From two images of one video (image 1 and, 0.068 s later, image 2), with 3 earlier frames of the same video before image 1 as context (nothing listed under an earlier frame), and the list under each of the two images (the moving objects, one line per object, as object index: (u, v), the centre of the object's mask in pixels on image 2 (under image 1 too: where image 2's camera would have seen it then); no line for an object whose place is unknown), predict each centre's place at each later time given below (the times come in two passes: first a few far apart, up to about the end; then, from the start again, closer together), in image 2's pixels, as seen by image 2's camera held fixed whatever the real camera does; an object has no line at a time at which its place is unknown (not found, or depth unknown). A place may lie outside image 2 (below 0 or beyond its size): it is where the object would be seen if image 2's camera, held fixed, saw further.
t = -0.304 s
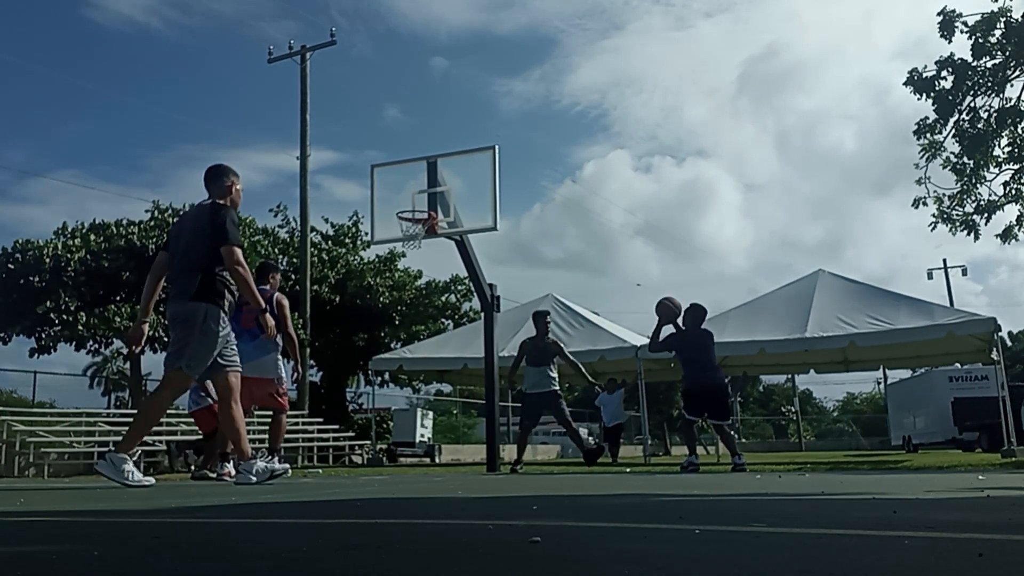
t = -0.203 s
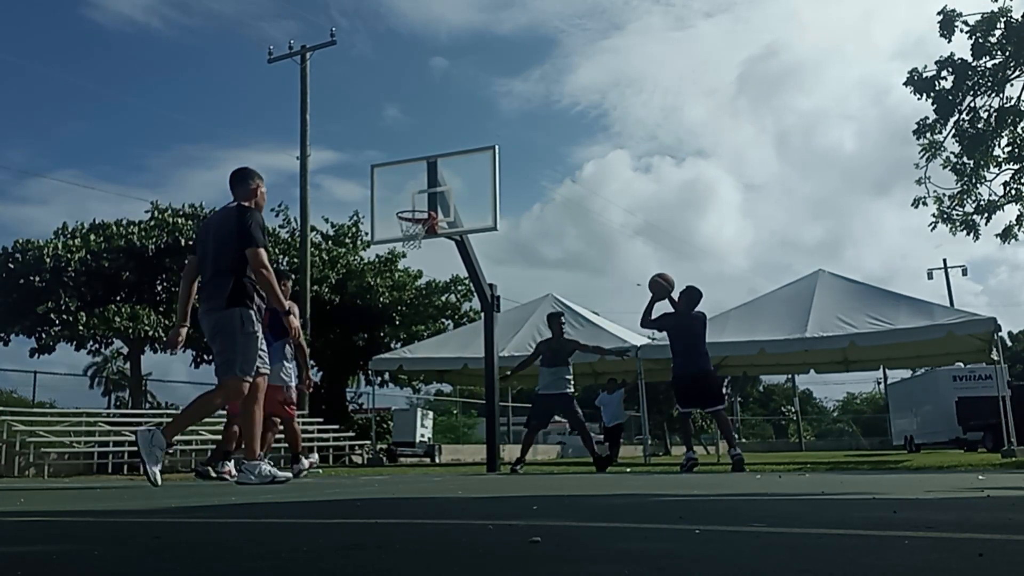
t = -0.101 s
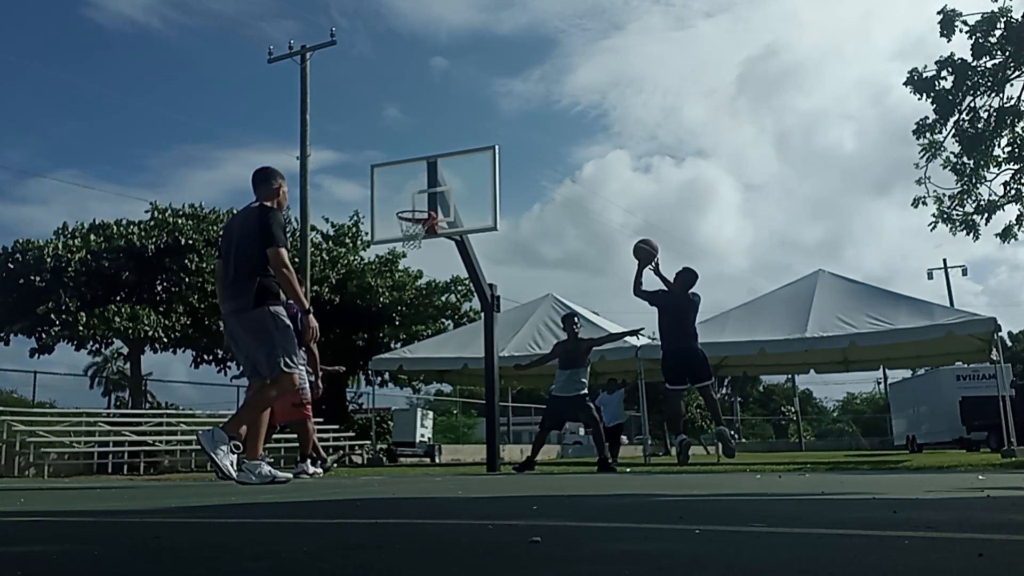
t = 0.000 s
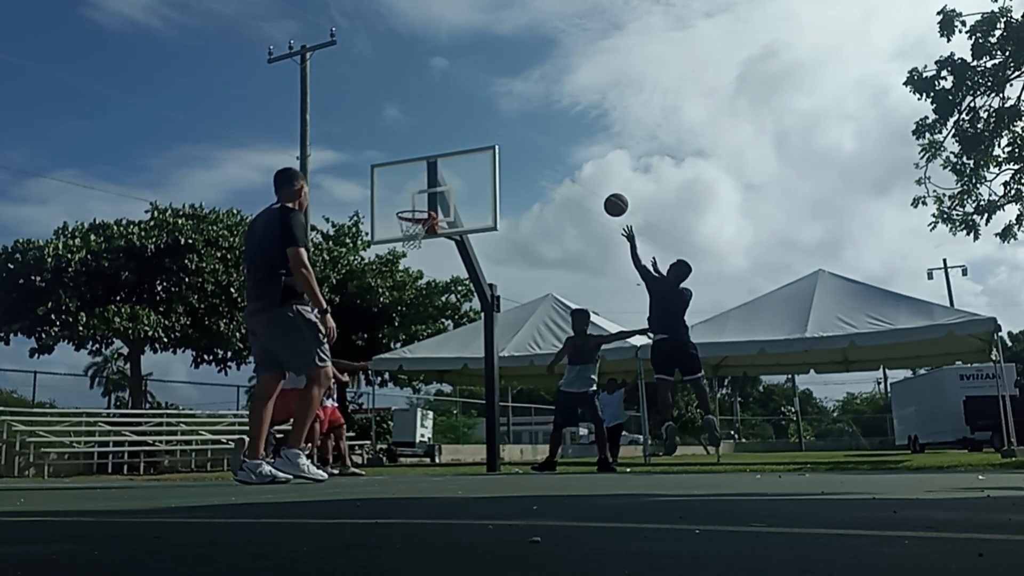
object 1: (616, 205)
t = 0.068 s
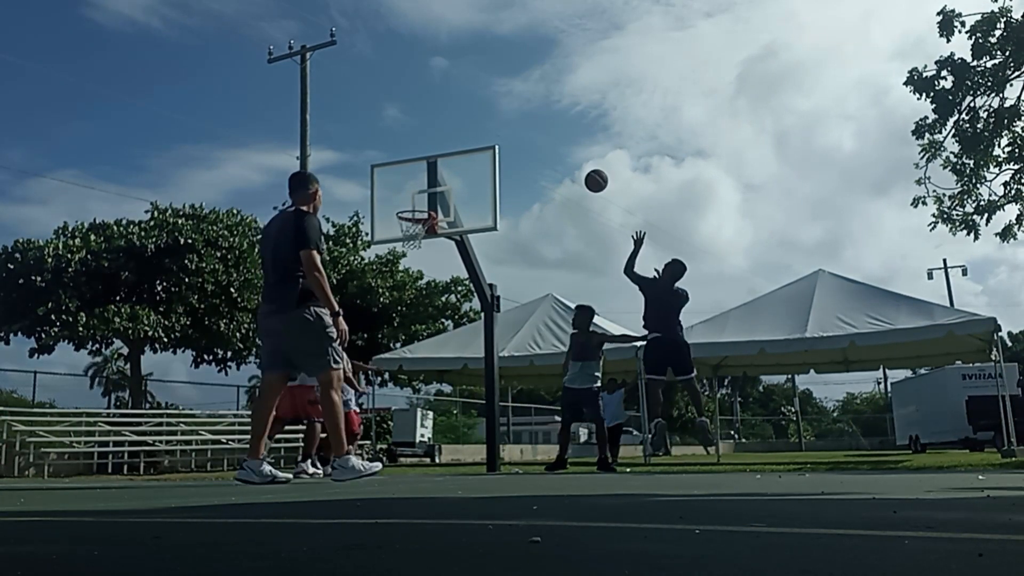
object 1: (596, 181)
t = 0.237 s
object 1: (551, 142)
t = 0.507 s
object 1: (489, 137)
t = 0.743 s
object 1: (443, 179)
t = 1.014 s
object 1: (404, 242)
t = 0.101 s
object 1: (586, 171)
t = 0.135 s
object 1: (577, 162)
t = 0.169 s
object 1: (568, 154)
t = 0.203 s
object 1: (559, 148)
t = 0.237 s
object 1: (551, 142)
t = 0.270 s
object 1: (543, 138)
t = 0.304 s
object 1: (534, 135)
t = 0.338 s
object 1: (526, 133)
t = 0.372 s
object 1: (518, 132)
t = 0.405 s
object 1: (511, 132)
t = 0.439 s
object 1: (503, 132)
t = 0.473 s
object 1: (496, 134)
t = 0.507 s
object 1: (489, 137)
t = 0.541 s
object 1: (482, 140)
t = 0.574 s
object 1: (475, 145)
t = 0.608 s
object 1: (468, 150)
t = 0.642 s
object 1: (462, 156)
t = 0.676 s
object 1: (455, 163)
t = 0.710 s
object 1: (449, 171)
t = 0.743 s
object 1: (443, 179)
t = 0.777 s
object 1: (436, 188)
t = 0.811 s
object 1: (430, 197)
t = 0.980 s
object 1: (406, 239)
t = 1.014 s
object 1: (404, 242)
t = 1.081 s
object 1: (400, 251)
